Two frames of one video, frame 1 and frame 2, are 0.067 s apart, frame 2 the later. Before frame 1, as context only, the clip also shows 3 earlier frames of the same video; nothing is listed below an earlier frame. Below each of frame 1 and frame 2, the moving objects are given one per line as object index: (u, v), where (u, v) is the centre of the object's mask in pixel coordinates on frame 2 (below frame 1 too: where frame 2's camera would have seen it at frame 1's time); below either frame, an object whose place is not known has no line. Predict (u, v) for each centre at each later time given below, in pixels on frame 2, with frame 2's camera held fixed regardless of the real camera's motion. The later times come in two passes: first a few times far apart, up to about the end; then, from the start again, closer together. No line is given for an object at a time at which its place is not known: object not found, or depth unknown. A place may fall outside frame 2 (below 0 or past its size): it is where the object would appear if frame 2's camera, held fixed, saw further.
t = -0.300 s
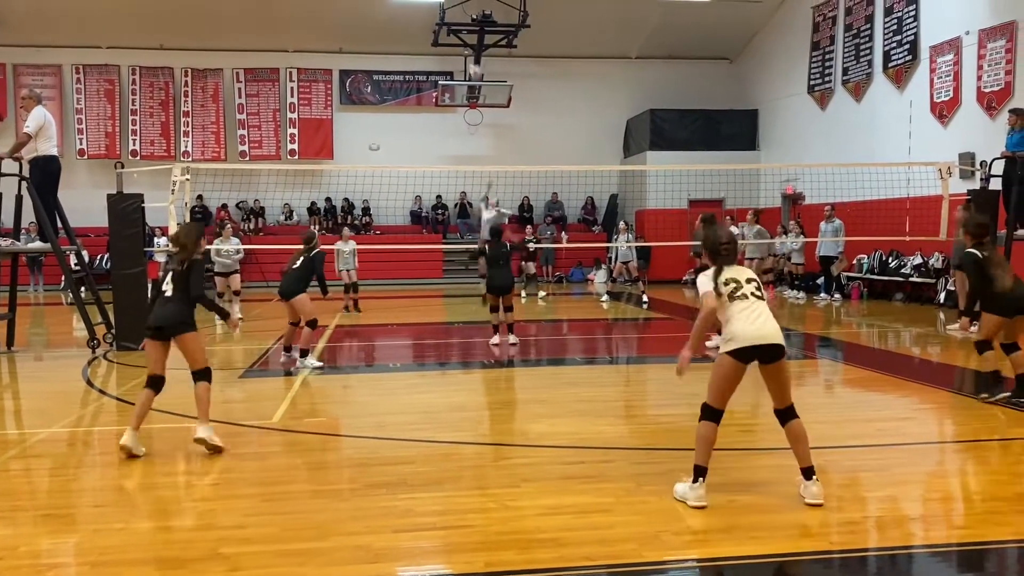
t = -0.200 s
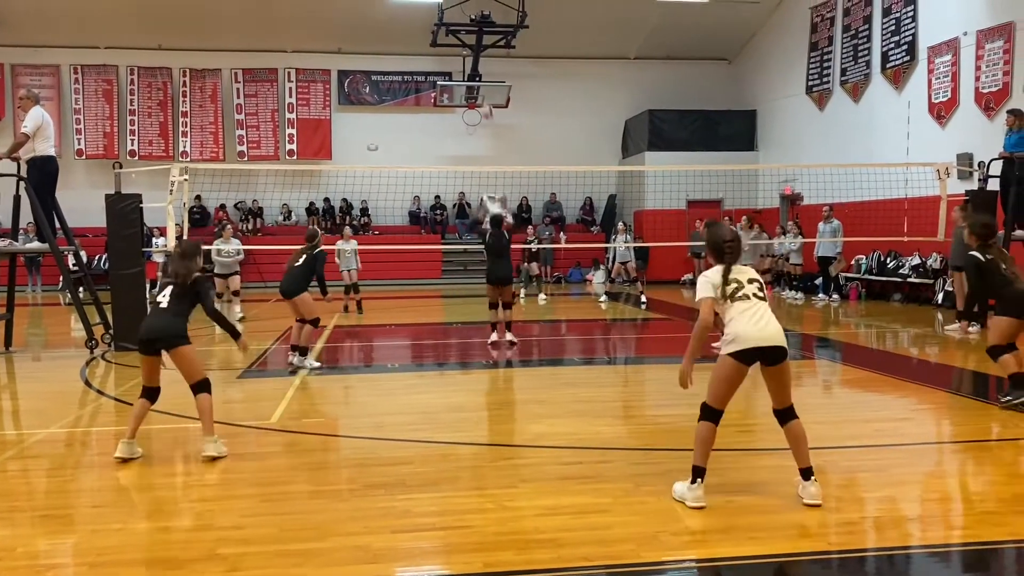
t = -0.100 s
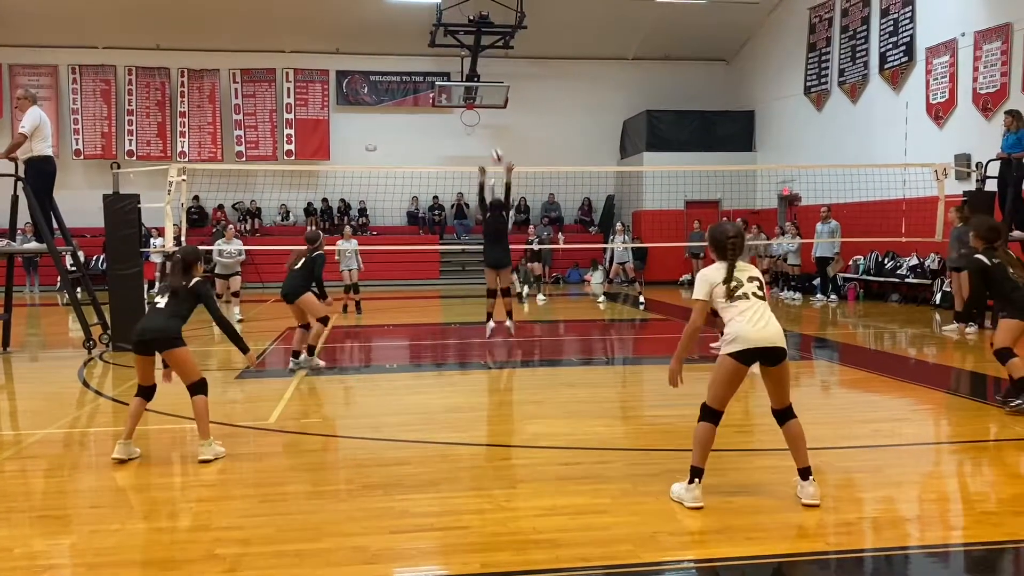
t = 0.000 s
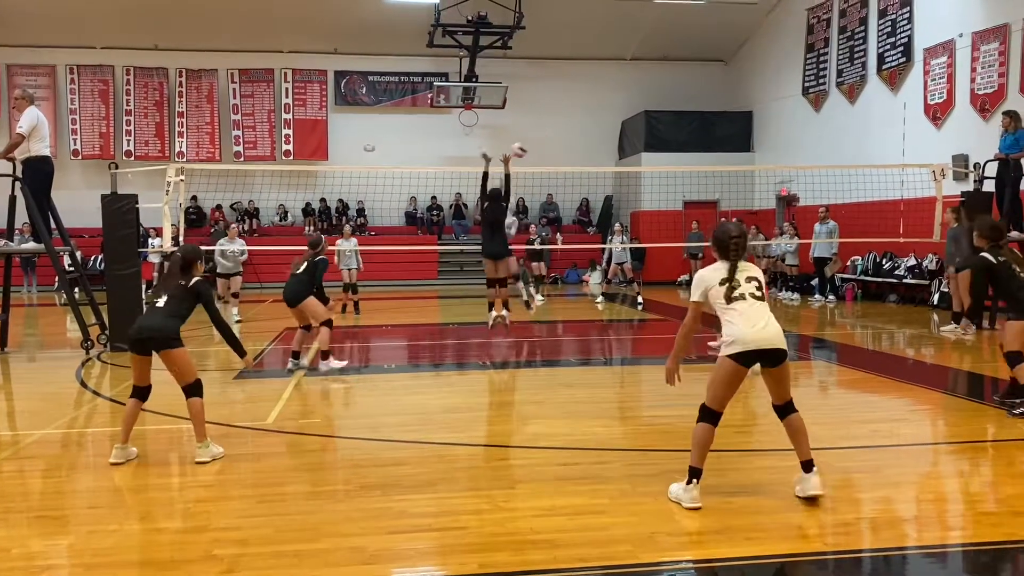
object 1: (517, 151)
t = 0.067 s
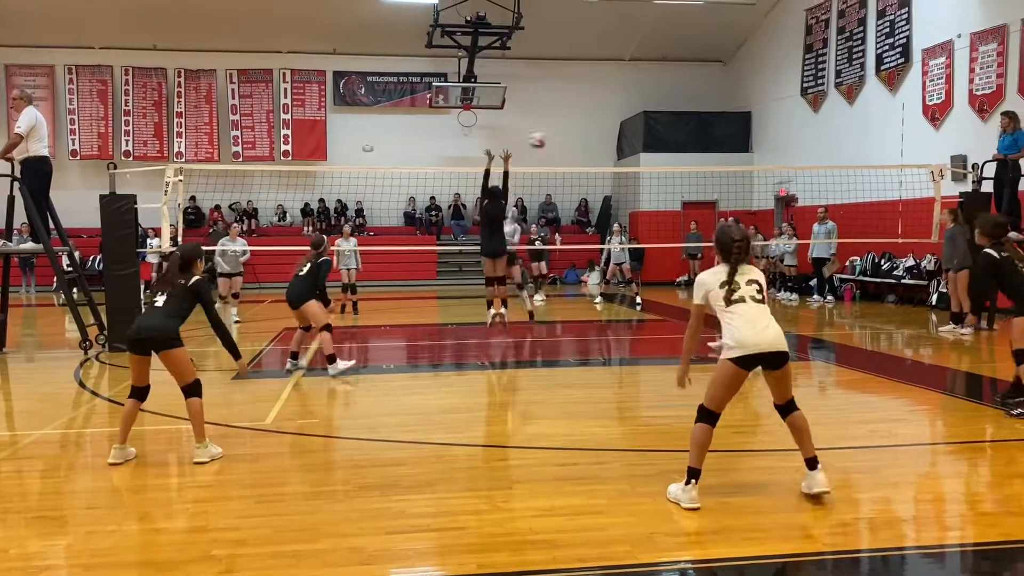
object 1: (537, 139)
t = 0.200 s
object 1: (585, 129)
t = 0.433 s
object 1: (711, 152)
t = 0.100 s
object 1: (548, 137)
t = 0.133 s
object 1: (561, 133)
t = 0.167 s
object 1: (573, 130)
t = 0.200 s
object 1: (585, 129)
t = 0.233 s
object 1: (599, 129)
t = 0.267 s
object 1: (615, 127)
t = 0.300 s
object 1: (631, 129)
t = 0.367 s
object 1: (668, 138)
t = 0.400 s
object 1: (689, 143)
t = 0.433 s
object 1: (711, 152)
